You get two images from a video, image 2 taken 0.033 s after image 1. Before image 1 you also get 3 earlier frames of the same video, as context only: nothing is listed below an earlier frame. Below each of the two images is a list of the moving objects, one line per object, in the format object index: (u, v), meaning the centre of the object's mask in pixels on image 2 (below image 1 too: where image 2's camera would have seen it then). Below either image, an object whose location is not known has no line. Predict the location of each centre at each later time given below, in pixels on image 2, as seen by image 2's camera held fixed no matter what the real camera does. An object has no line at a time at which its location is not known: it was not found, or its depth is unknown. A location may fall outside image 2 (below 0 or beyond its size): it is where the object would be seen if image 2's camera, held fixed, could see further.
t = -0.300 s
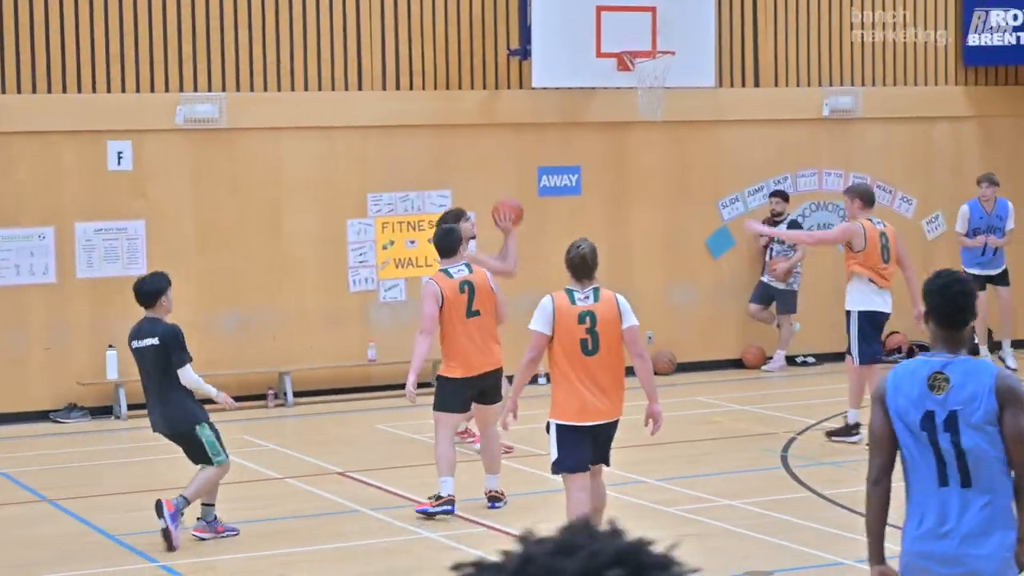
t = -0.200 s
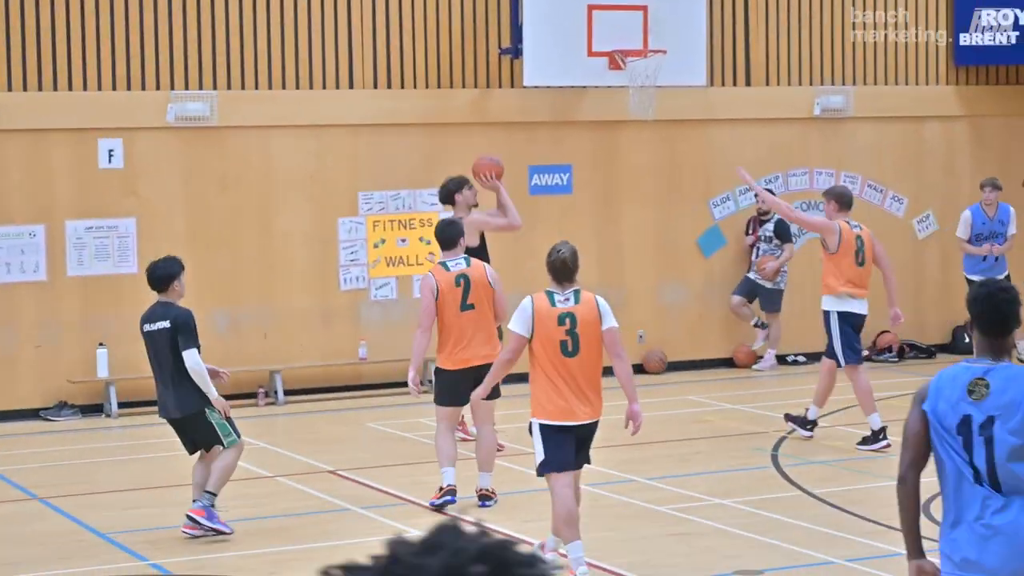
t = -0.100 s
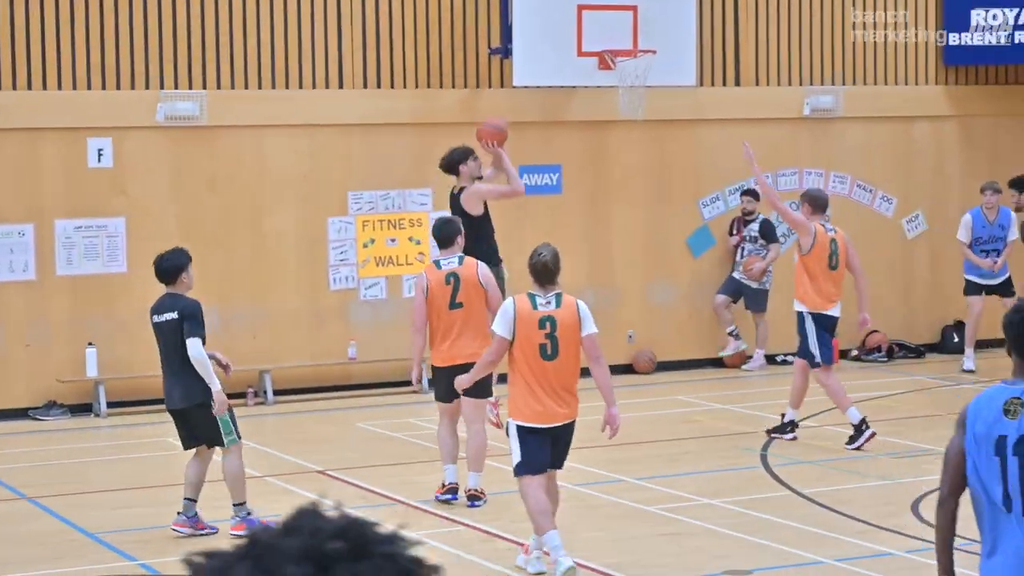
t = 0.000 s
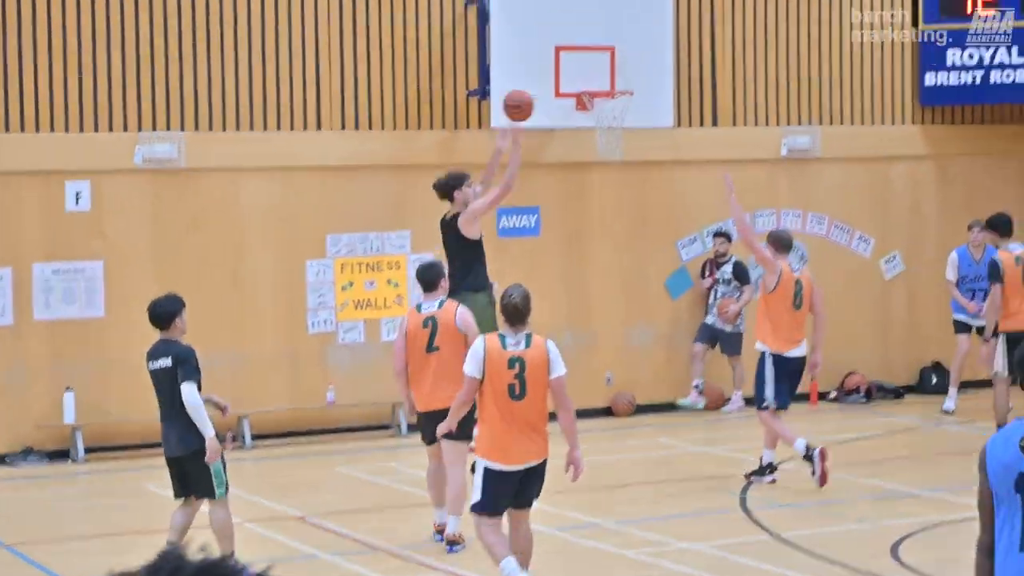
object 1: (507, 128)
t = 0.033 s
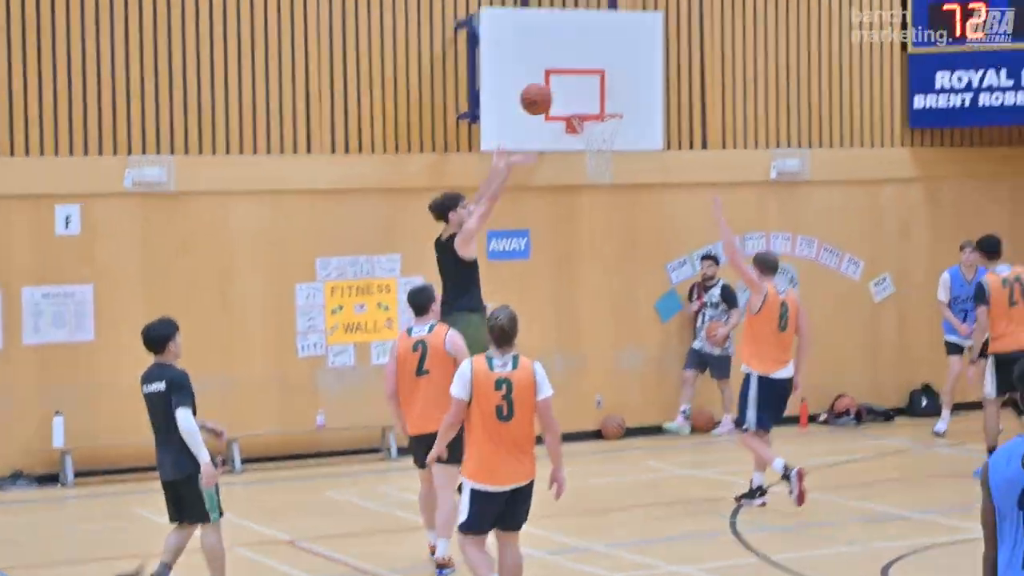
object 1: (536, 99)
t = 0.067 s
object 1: (565, 70)
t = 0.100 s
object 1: (594, 43)
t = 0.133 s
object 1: (623, 17)
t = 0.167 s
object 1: (652, -8)
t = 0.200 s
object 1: (682, -32)
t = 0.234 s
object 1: (711, -55)
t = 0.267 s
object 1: (741, -76)
